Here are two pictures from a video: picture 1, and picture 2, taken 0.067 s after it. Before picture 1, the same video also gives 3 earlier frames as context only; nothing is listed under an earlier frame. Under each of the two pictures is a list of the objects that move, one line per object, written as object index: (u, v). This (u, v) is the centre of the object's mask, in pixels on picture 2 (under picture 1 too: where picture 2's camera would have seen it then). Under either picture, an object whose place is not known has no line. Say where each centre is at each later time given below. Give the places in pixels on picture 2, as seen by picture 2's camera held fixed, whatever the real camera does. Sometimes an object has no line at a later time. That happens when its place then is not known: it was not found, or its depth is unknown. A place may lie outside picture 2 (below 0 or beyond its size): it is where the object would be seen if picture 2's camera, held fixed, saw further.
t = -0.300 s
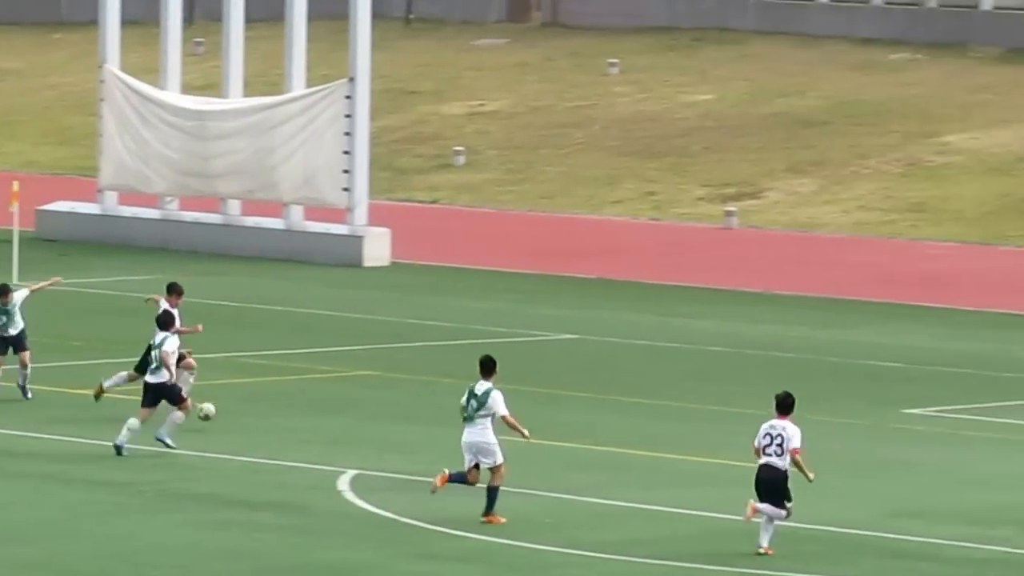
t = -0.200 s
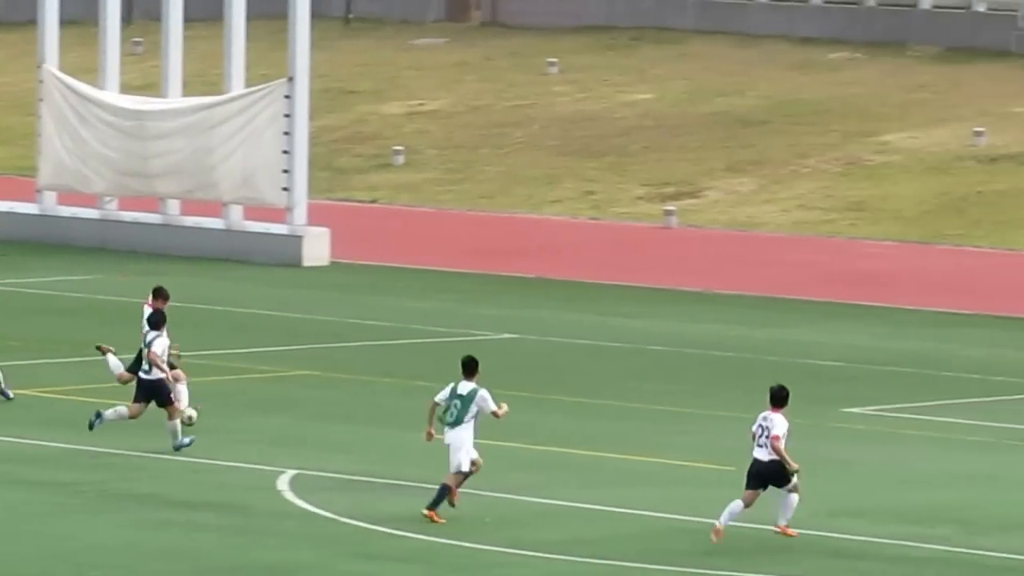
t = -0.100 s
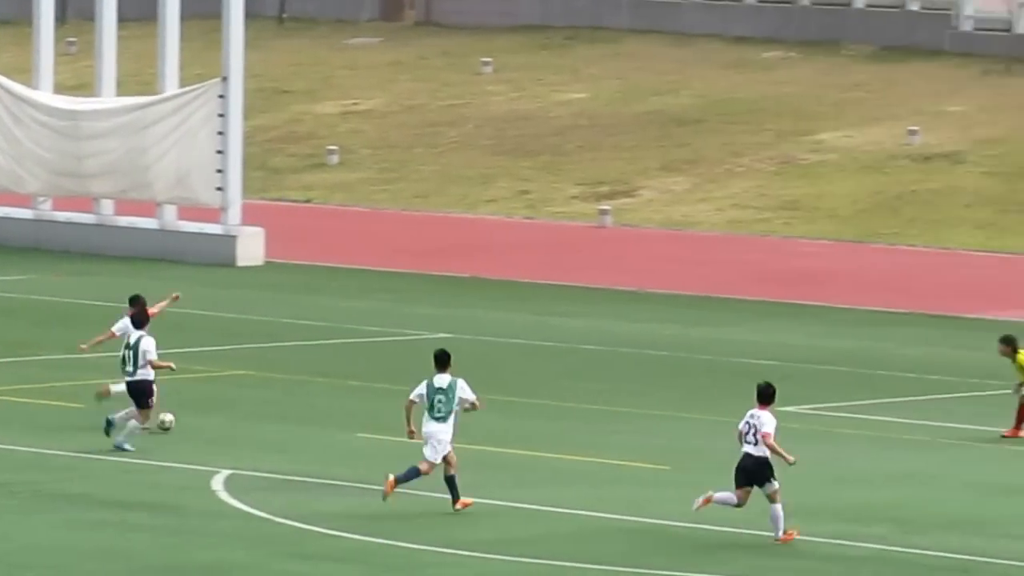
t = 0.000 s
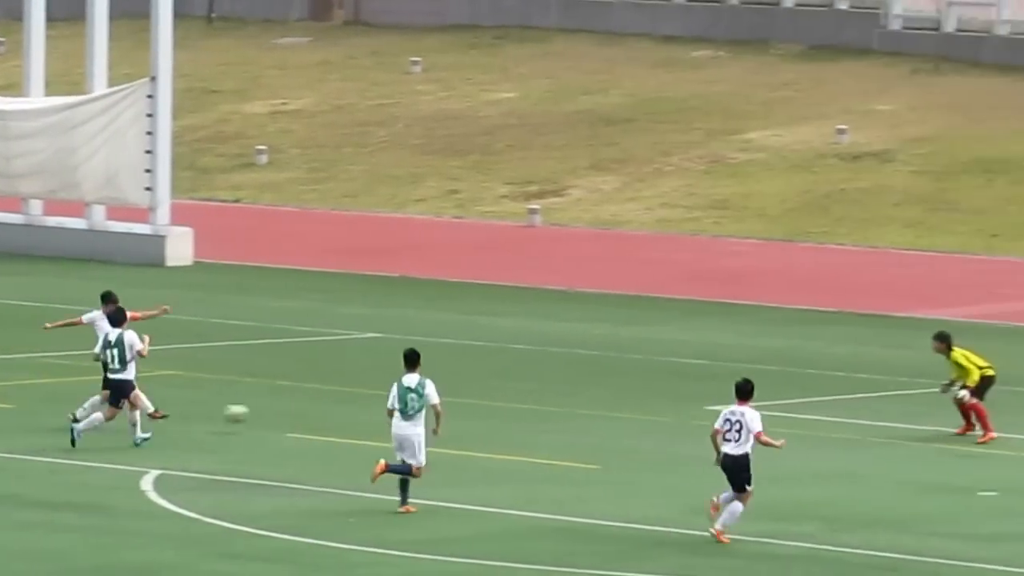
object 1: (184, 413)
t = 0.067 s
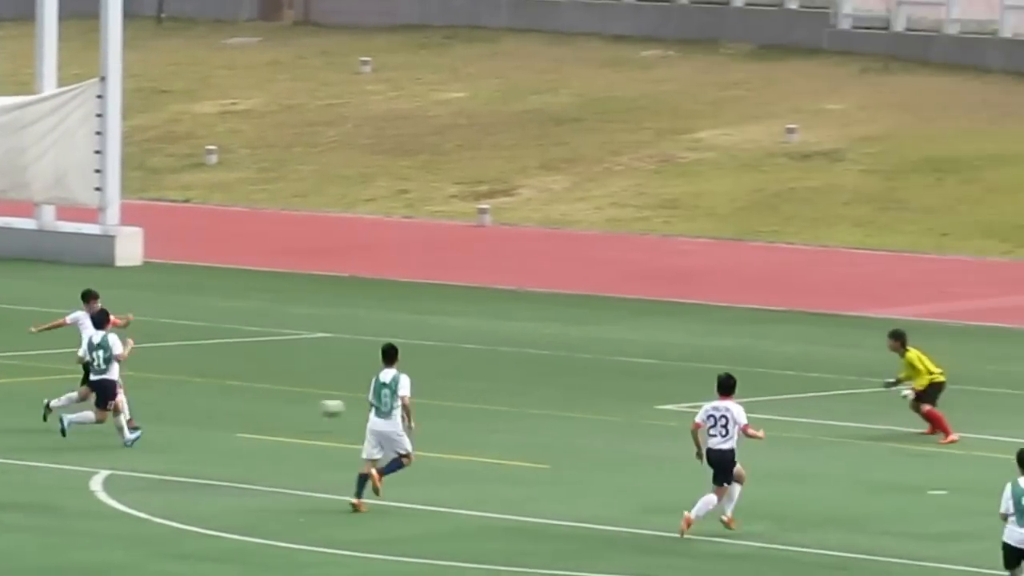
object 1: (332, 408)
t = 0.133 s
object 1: (475, 404)
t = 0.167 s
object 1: (543, 403)
